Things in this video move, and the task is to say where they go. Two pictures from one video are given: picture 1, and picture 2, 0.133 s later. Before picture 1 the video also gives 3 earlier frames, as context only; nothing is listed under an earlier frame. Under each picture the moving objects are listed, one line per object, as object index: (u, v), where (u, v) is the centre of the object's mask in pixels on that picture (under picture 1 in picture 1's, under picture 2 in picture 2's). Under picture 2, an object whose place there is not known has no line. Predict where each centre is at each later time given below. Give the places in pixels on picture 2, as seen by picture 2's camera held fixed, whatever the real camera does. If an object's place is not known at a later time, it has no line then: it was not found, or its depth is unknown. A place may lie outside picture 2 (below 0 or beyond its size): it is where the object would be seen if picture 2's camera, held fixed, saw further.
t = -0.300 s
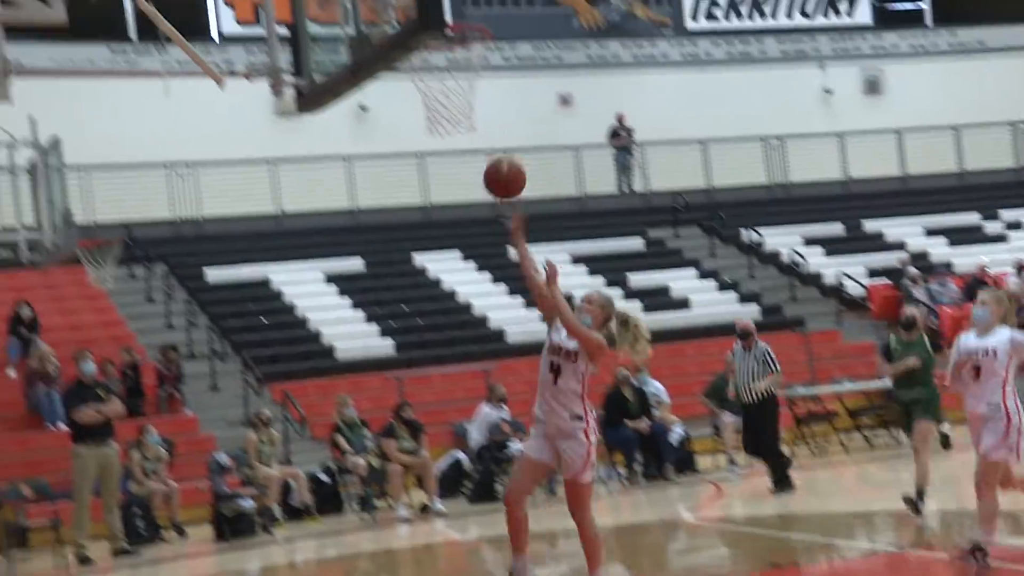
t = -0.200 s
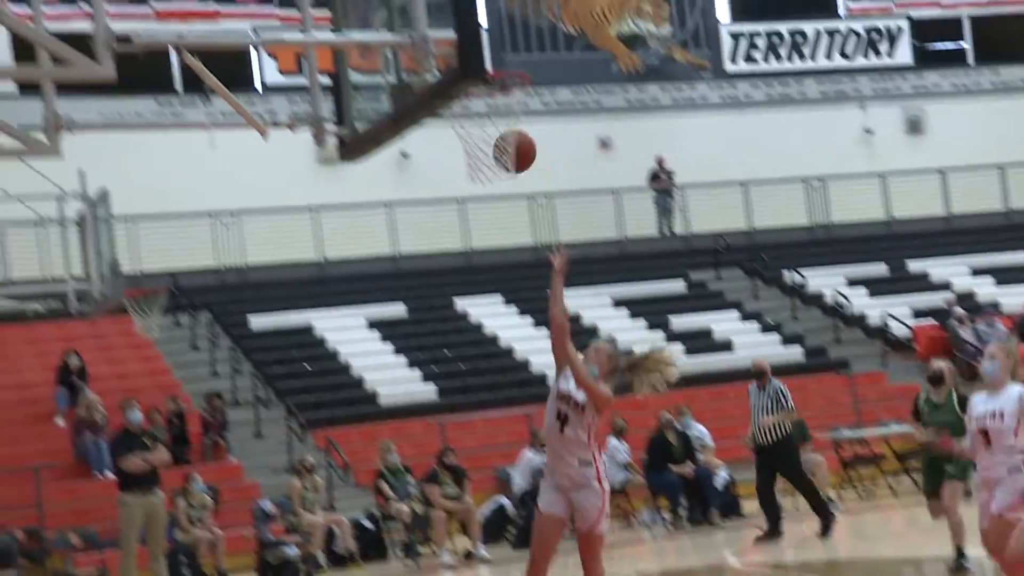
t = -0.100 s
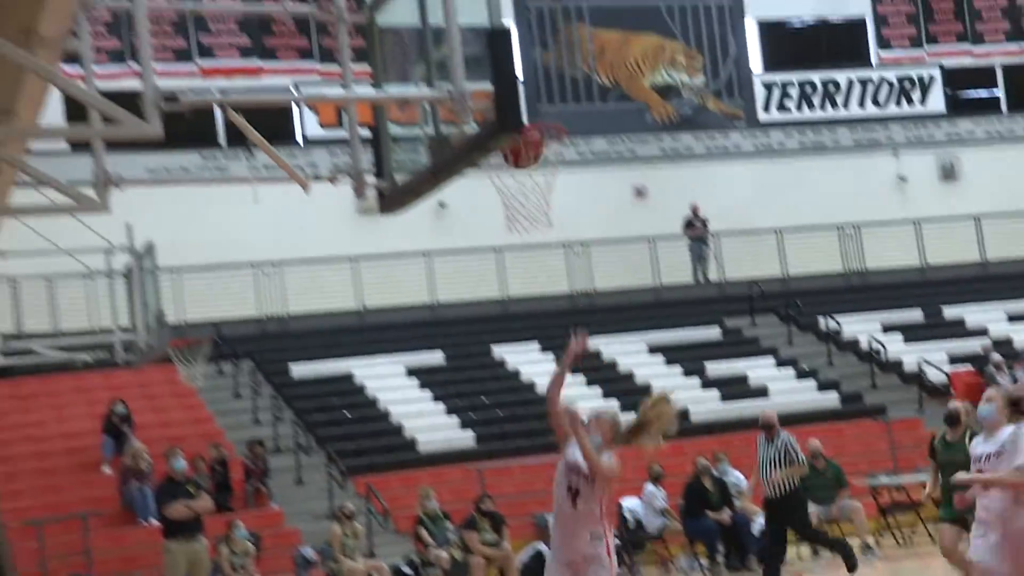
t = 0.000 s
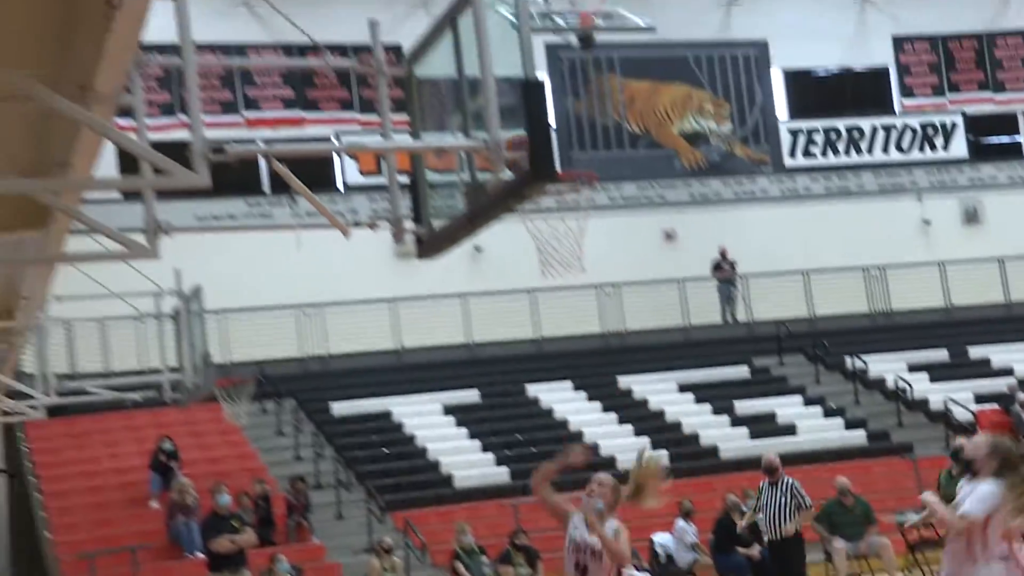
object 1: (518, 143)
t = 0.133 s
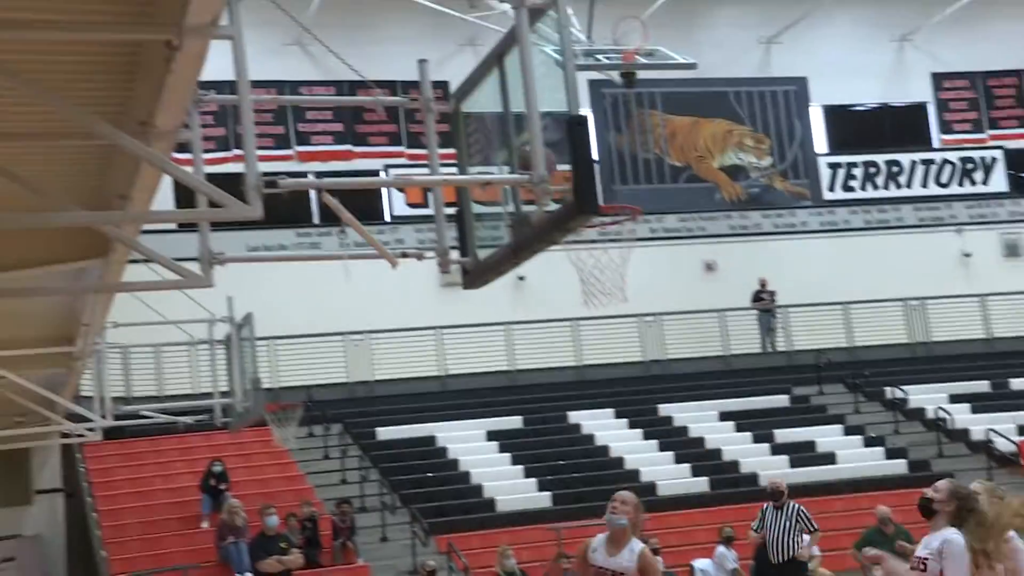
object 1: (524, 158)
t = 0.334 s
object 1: (610, 190)
